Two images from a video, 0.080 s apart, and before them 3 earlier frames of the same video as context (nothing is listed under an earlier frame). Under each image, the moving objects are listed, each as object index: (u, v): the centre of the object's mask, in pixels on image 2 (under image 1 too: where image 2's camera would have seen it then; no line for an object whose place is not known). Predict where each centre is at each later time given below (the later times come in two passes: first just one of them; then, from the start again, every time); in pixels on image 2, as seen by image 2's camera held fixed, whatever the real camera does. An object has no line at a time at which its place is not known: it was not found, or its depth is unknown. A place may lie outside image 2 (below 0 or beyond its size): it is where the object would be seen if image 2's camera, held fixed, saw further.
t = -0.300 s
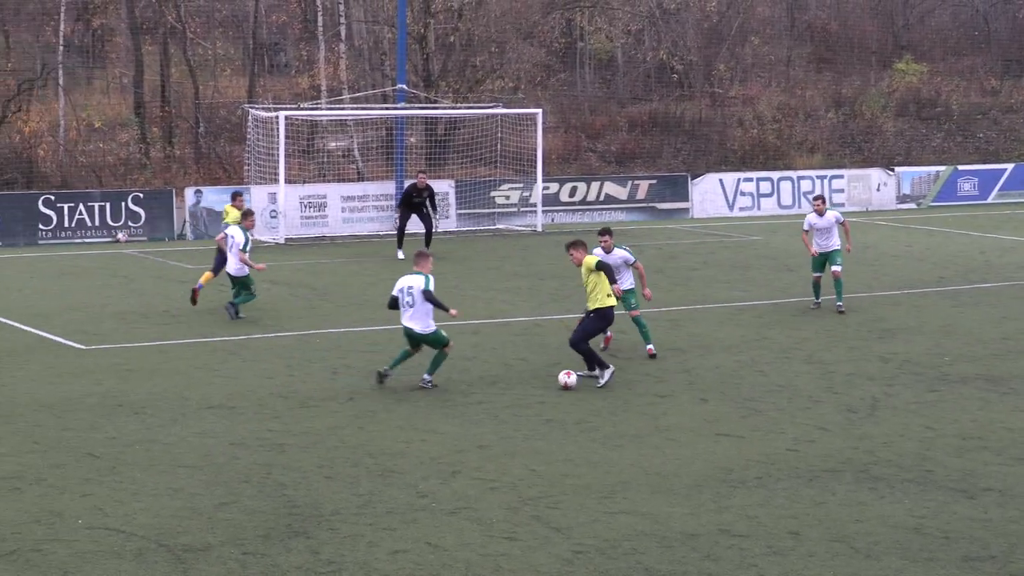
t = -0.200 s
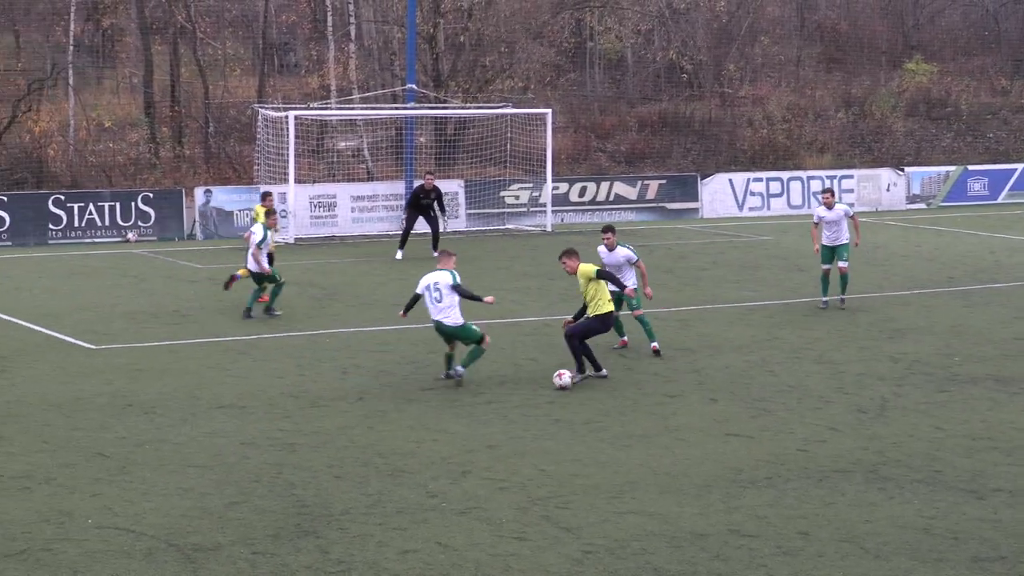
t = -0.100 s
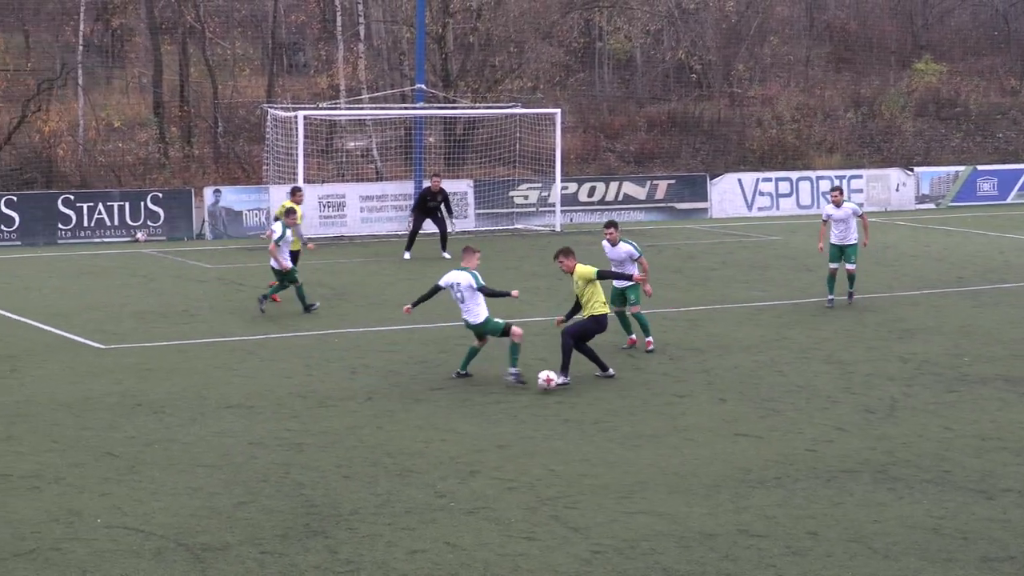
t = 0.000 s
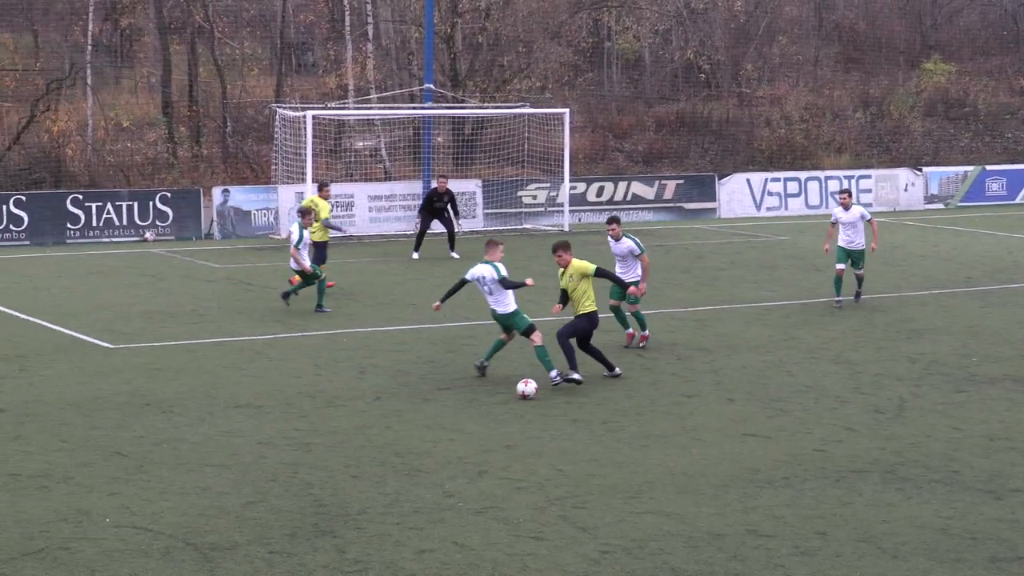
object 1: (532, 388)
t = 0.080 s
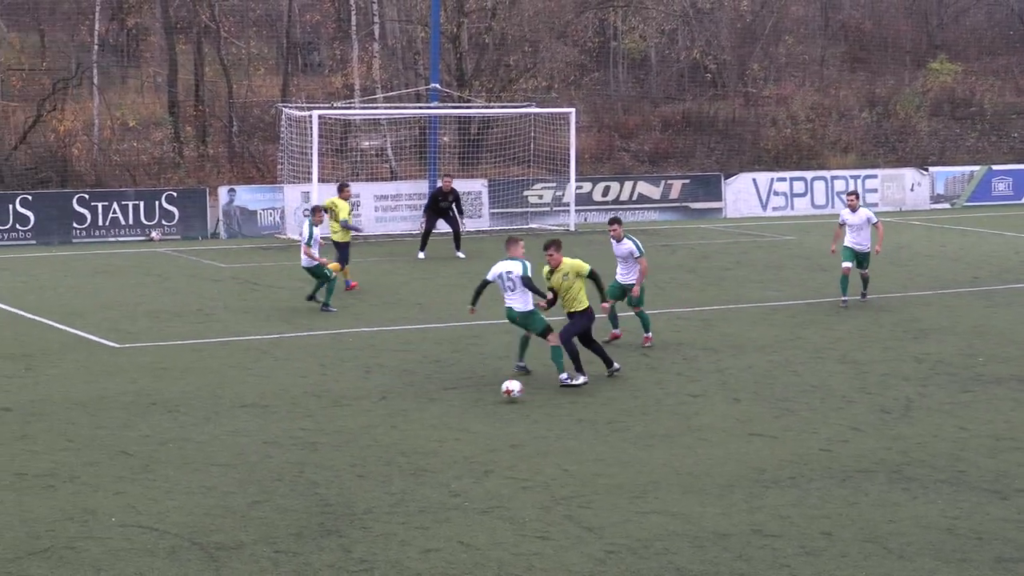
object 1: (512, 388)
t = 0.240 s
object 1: (473, 397)
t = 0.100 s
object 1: (507, 389)
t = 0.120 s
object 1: (501, 390)
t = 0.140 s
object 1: (496, 393)
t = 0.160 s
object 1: (491, 395)
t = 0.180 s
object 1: (486, 397)
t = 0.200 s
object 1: (481, 397)
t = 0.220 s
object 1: (477, 397)
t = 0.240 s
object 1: (473, 397)
